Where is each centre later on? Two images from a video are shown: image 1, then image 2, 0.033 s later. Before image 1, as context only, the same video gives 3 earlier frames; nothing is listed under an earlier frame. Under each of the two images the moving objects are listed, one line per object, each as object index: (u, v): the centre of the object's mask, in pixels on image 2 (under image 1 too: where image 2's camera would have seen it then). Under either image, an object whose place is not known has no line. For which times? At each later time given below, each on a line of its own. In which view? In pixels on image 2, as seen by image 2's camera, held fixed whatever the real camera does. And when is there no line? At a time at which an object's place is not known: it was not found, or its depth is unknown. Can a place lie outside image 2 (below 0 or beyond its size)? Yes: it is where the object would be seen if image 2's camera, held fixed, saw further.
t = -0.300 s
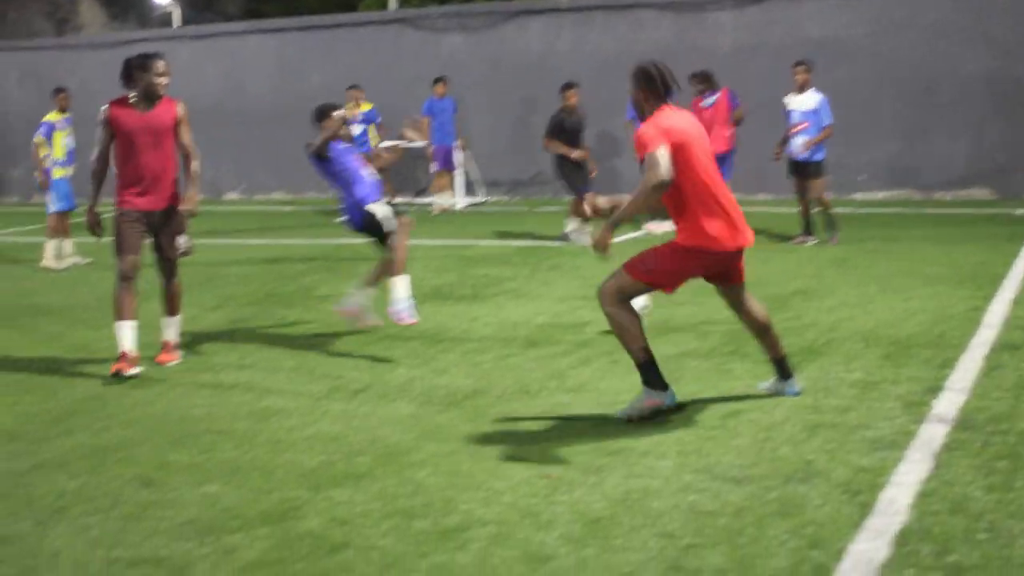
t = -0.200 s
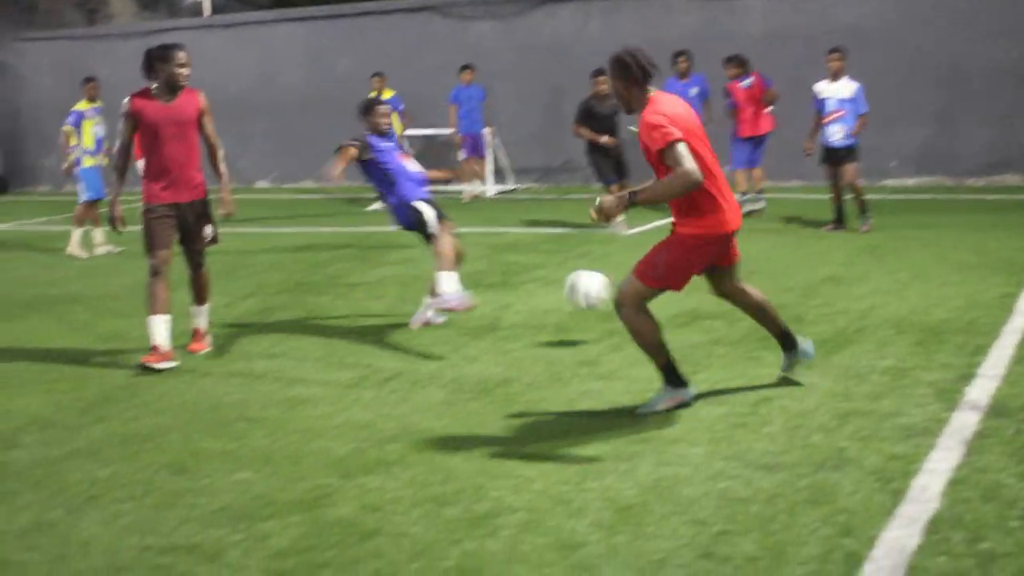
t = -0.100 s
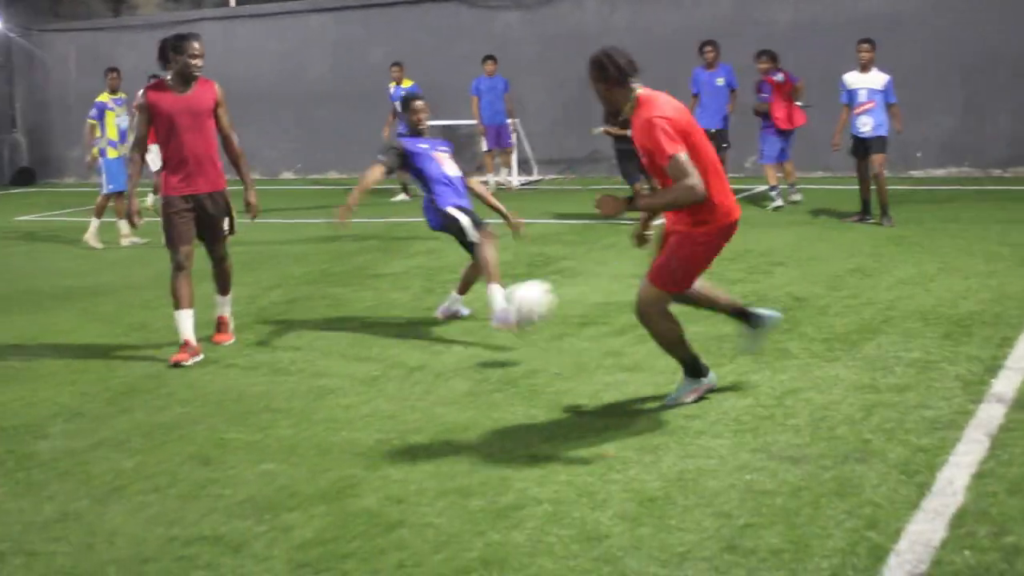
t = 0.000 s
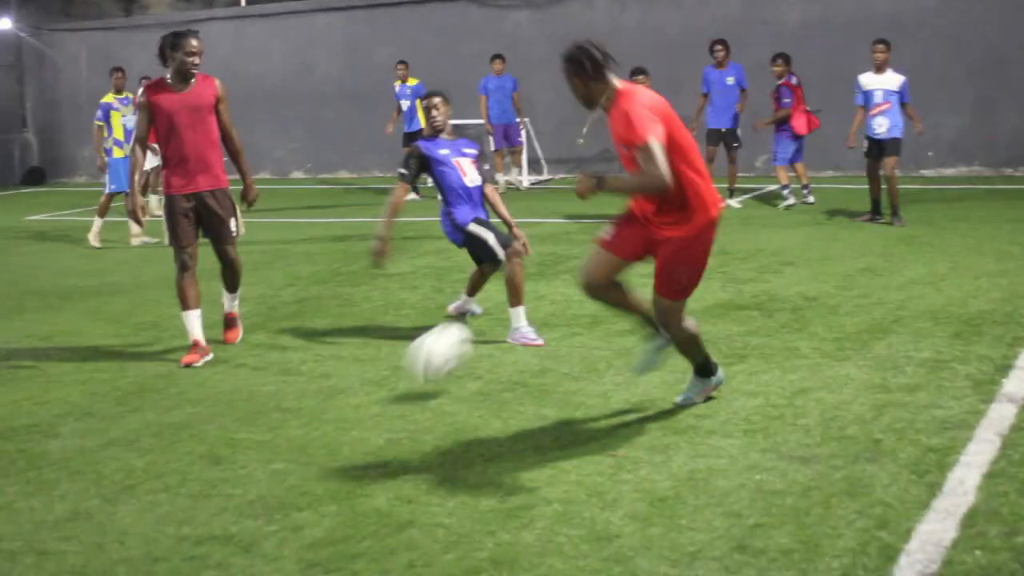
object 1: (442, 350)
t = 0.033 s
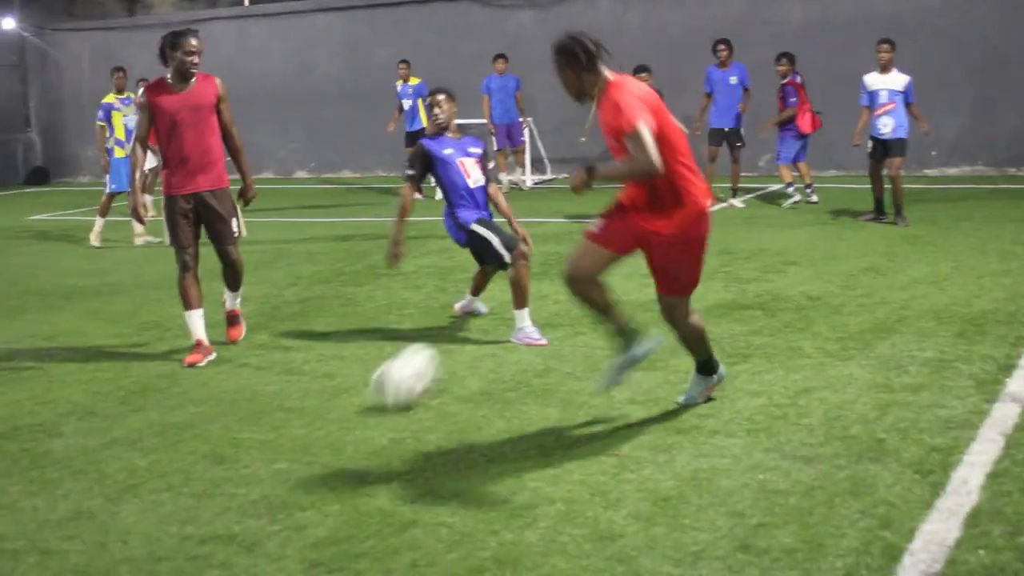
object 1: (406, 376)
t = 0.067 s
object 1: (365, 389)
